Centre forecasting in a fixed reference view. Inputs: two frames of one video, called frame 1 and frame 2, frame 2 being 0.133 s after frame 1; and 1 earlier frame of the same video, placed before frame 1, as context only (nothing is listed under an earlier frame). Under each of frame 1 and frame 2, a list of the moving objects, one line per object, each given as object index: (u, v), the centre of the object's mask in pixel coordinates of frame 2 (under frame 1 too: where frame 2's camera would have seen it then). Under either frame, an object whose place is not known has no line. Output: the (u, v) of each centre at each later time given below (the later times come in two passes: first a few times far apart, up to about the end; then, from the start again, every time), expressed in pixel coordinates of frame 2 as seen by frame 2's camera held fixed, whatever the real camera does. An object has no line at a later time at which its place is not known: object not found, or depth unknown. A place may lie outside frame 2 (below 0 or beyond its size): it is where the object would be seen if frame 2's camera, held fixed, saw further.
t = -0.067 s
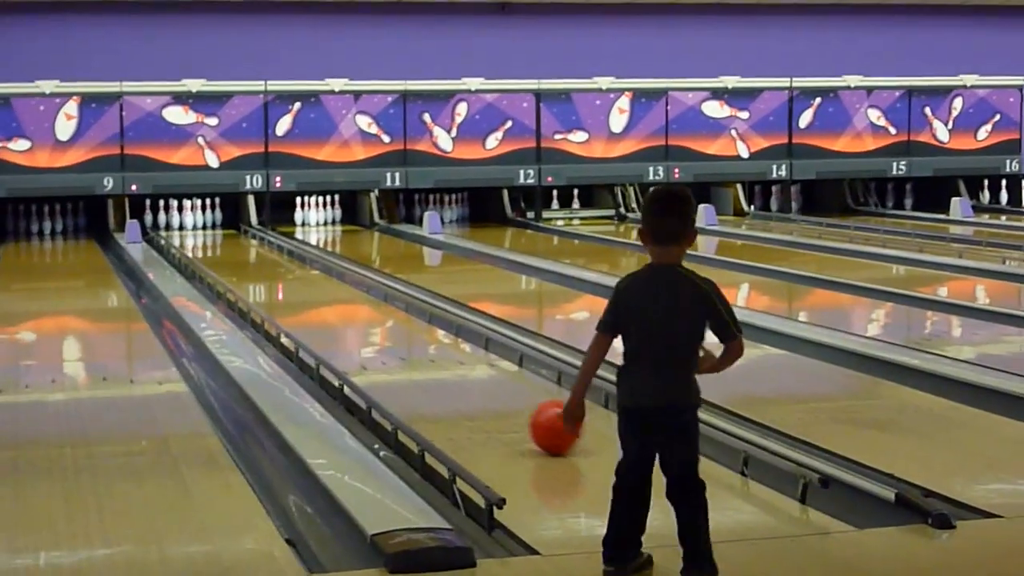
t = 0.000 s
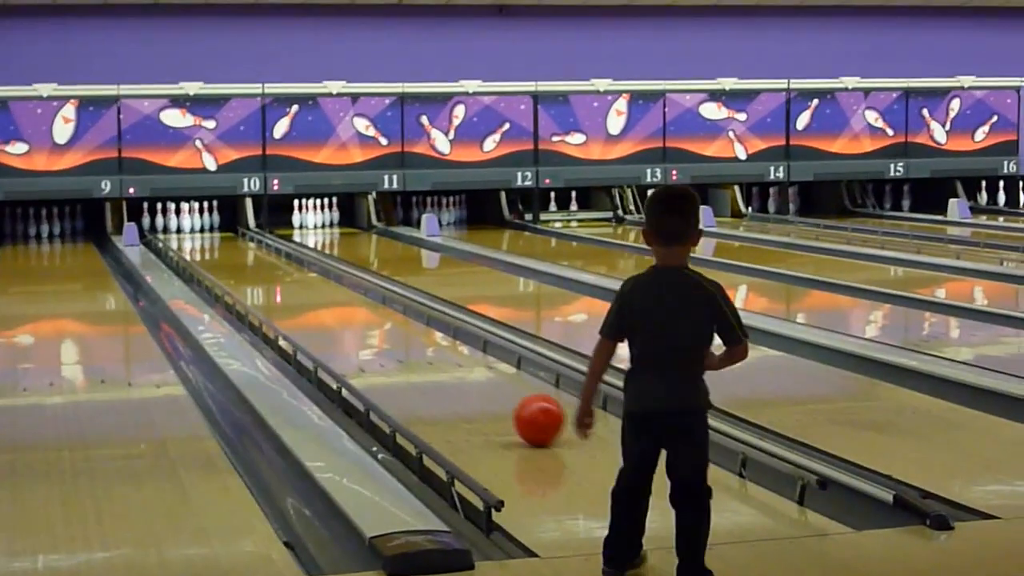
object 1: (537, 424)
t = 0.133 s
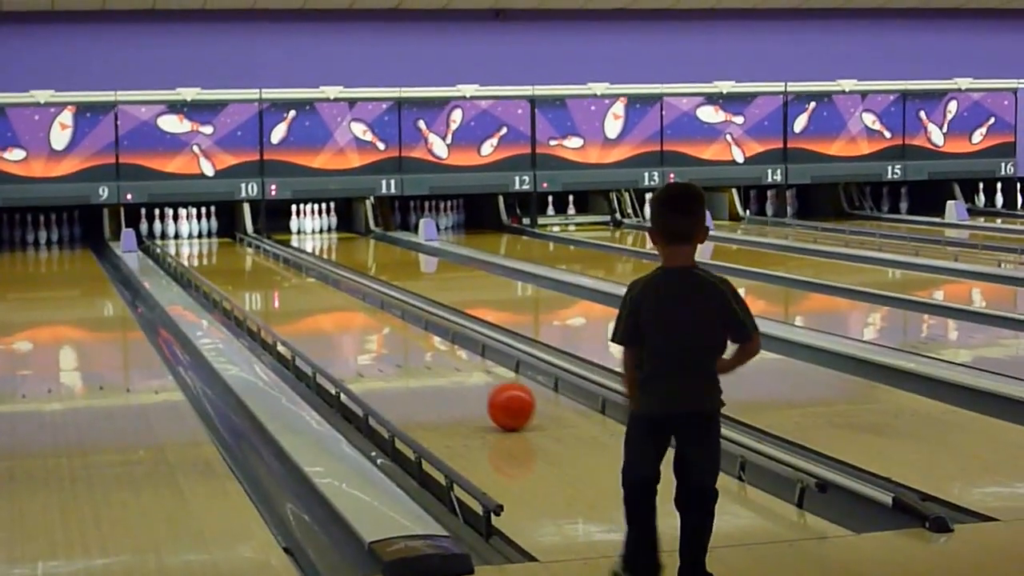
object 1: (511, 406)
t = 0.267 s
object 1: (488, 390)
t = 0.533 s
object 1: (448, 364)
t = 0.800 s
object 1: (417, 344)
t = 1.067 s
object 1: (390, 327)
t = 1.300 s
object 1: (371, 314)
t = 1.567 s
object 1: (351, 302)
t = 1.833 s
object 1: (333, 291)
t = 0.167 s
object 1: (505, 402)
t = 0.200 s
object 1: (499, 397)
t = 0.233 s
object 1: (493, 394)
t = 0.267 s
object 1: (488, 390)
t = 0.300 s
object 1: (482, 386)
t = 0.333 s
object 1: (477, 383)
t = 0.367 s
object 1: (472, 379)
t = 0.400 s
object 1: (467, 376)
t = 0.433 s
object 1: (462, 373)
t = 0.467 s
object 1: (457, 370)
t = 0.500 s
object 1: (453, 367)
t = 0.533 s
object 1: (448, 364)
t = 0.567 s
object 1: (444, 361)
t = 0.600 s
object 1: (440, 359)
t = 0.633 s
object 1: (436, 356)
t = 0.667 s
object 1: (432, 353)
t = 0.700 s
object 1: (428, 351)
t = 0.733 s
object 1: (424, 348)
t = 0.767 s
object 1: (420, 346)
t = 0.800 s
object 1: (417, 344)
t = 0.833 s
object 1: (413, 341)
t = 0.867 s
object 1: (410, 339)
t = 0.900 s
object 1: (406, 337)
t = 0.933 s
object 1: (403, 335)
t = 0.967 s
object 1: (400, 333)
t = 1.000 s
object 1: (397, 331)
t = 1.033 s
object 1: (393, 330)
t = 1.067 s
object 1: (390, 327)
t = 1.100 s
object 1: (388, 325)
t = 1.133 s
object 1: (385, 323)
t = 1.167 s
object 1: (382, 322)
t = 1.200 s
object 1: (379, 320)
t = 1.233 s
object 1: (375, 318)
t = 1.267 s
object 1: (373, 316)
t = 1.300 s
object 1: (371, 314)
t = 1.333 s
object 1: (368, 313)
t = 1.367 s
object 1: (365, 311)
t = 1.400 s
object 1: (363, 310)
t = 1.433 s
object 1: (361, 308)
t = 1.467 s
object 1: (358, 306)
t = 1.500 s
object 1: (355, 305)
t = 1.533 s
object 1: (353, 304)
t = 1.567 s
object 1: (351, 302)
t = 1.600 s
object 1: (349, 301)
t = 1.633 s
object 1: (346, 299)
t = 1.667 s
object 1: (344, 298)
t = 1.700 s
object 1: (342, 297)
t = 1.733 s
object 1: (340, 295)
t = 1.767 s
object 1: (338, 294)
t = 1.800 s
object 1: (336, 293)
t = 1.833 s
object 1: (333, 291)
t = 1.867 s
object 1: (331, 290)
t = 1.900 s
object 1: (329, 289)
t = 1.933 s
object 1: (327, 288)
